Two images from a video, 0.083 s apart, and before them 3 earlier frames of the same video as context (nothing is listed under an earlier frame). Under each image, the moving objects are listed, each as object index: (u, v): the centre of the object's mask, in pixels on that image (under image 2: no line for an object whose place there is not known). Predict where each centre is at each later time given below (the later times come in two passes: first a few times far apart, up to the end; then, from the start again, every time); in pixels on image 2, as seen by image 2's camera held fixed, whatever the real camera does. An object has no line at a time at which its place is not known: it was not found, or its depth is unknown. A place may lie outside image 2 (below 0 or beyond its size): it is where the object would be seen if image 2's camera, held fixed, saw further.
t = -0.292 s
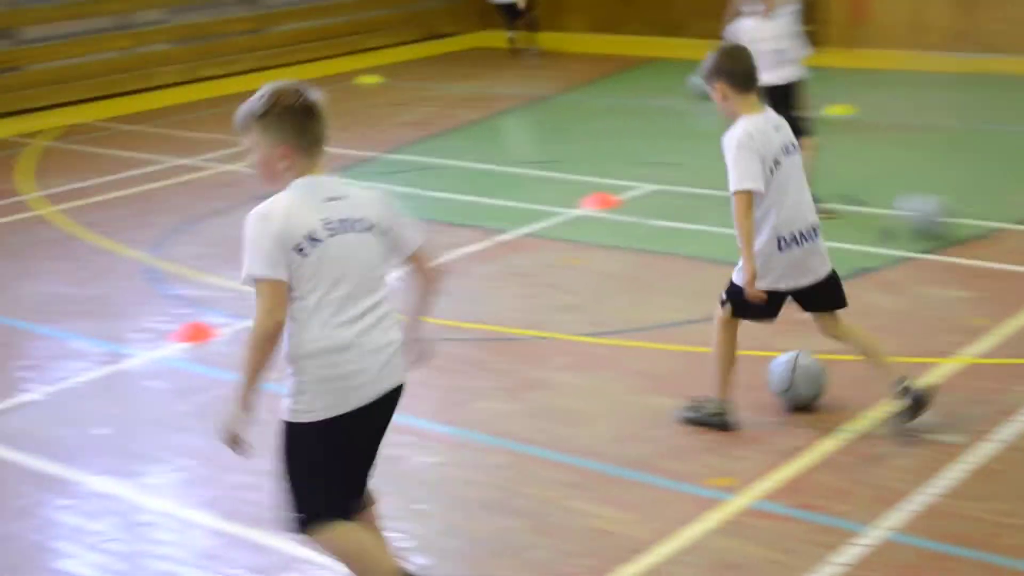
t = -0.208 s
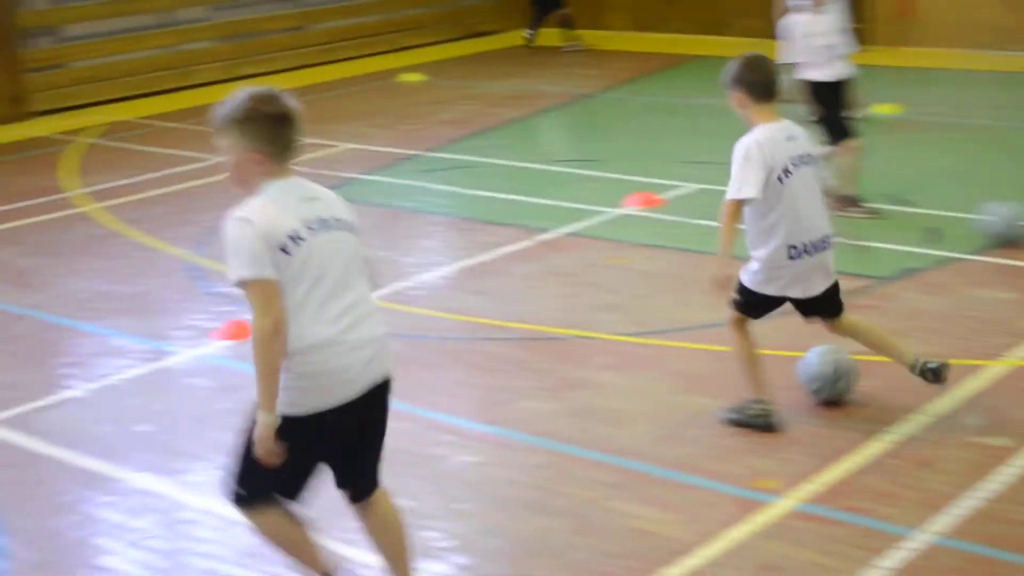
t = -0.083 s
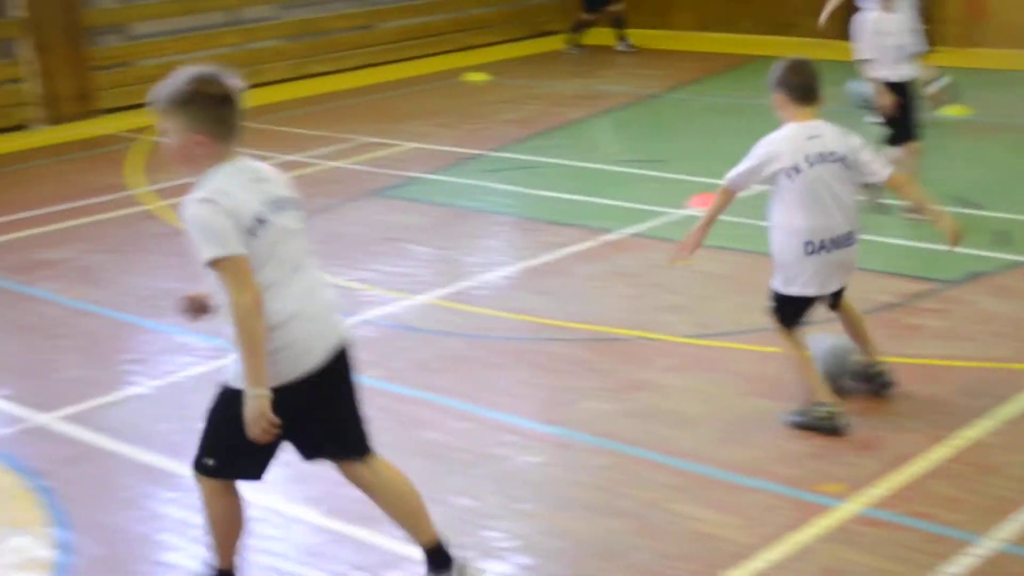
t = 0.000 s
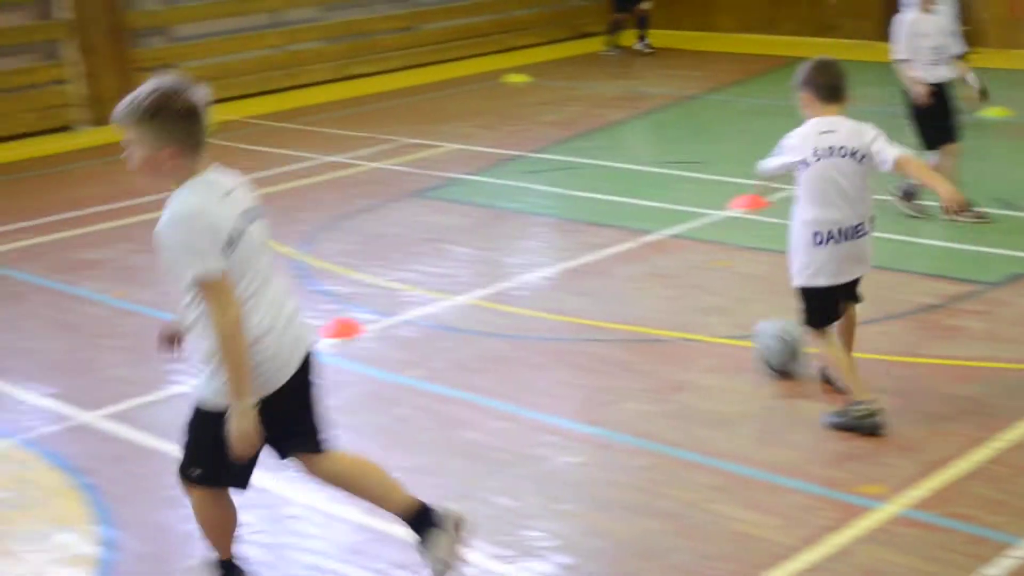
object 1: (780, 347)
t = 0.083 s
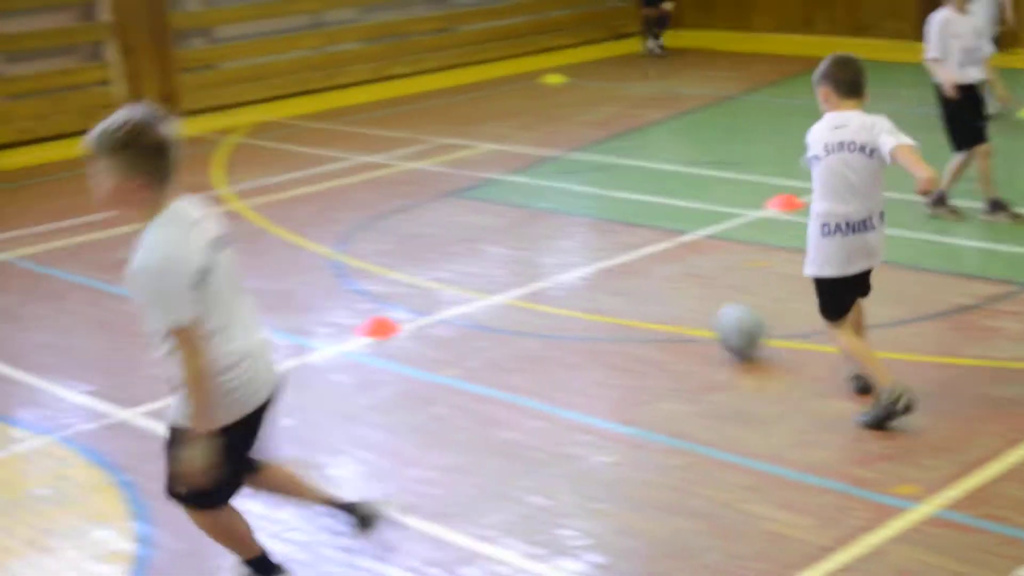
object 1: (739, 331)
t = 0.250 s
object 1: (623, 308)
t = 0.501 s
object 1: (489, 280)
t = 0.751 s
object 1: (374, 259)
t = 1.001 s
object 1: (276, 239)
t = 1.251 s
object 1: (193, 222)
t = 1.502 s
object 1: (119, 207)
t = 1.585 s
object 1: (95, 201)
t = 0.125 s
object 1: (708, 326)
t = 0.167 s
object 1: (678, 320)
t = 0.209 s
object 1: (647, 314)
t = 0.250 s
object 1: (623, 308)
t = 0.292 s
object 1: (599, 304)
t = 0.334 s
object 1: (576, 298)
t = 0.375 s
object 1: (552, 294)
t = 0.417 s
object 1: (531, 289)
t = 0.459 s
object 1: (510, 285)
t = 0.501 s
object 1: (489, 280)
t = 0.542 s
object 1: (469, 277)
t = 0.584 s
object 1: (448, 273)
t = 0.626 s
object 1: (429, 270)
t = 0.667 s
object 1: (410, 265)
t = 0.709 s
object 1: (393, 263)
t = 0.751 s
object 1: (374, 259)
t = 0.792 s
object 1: (356, 256)
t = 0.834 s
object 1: (339, 253)
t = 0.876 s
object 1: (323, 249)
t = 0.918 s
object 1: (307, 246)
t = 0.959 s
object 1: (292, 243)
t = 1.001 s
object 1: (276, 239)
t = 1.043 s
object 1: (262, 236)
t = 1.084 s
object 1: (248, 232)
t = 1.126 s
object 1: (234, 230)
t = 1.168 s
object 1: (220, 226)
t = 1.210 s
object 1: (206, 225)
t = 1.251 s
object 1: (193, 222)
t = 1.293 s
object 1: (180, 219)
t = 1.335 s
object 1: (168, 217)
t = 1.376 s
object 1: (155, 214)
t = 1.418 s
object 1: (142, 212)
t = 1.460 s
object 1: (130, 210)
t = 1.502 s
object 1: (119, 207)
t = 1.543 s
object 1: (107, 205)
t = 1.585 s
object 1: (95, 201)
